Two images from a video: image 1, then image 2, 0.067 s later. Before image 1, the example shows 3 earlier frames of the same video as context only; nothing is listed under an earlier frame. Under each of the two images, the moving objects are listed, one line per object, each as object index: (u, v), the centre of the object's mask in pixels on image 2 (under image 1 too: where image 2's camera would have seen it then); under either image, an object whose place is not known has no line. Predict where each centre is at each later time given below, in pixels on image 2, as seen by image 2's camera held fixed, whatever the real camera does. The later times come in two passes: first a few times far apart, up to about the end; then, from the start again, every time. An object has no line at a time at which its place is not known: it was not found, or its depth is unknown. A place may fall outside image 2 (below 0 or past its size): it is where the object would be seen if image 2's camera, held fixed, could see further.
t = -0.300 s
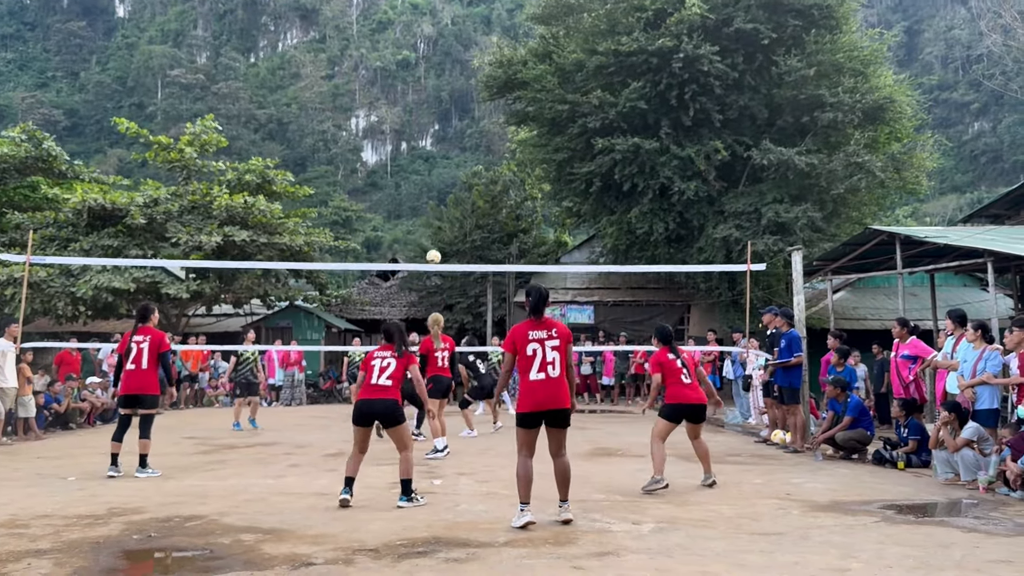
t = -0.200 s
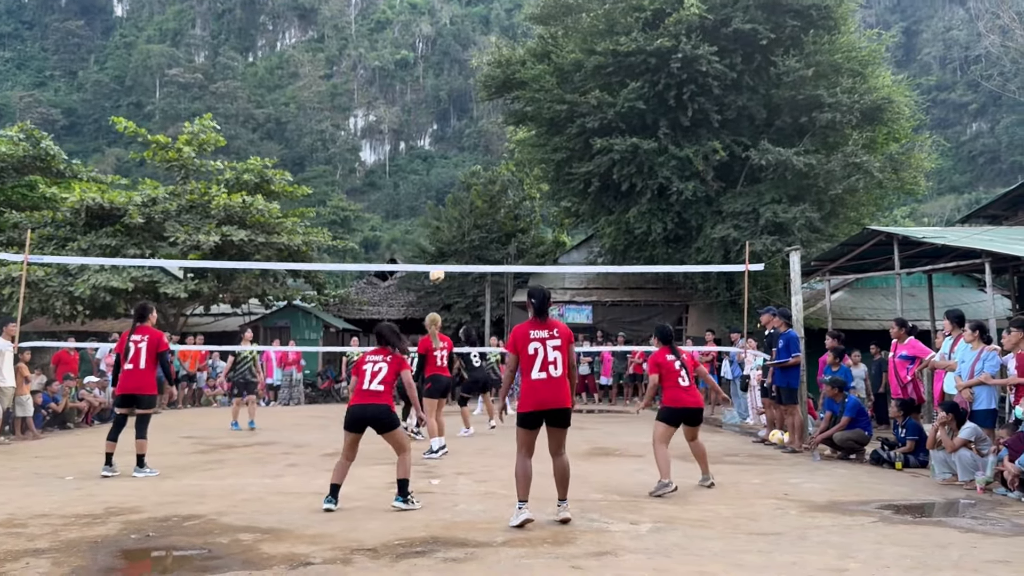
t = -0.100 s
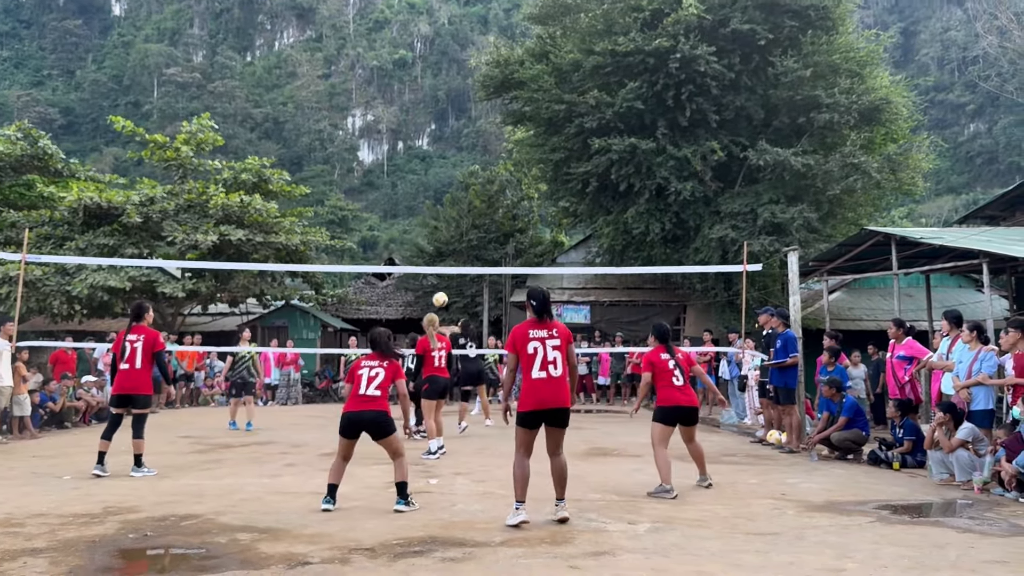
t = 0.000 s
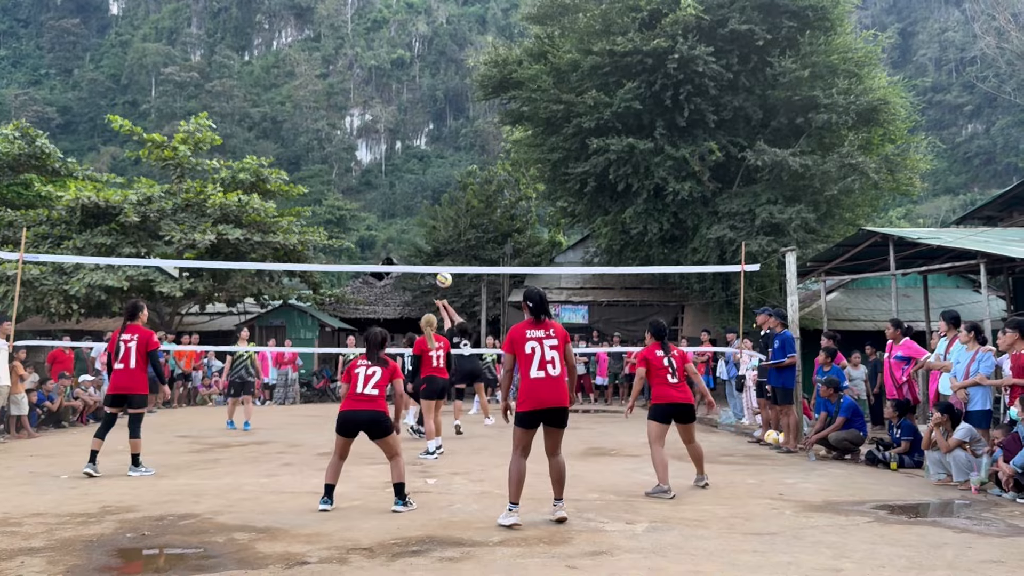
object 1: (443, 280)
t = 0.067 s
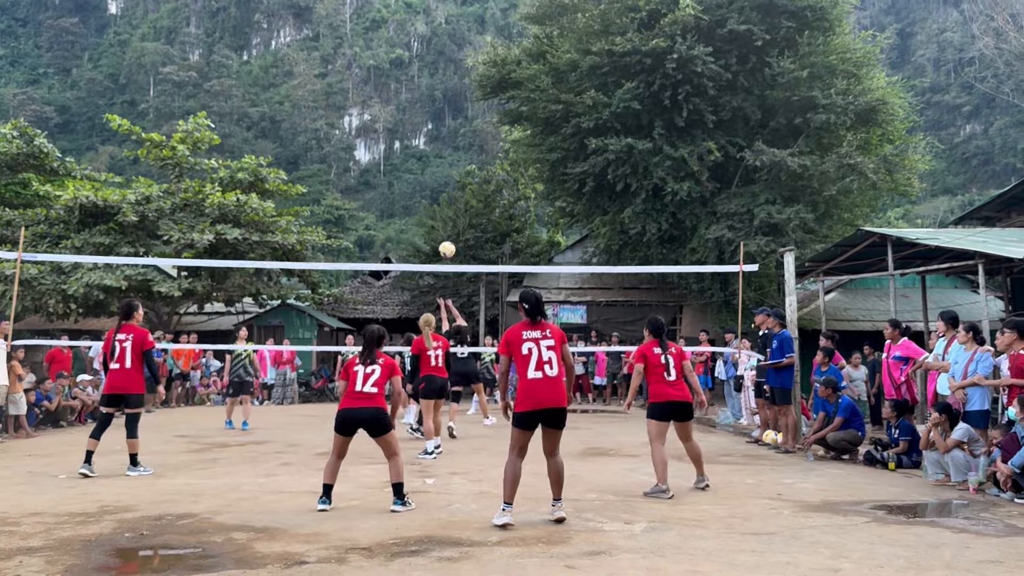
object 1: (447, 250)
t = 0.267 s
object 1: (461, 168)
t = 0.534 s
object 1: (486, 84)
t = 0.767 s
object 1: (516, 49)
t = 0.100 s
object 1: (449, 235)
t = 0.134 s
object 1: (451, 221)
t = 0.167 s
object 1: (453, 207)
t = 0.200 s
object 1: (456, 193)
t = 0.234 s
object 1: (458, 180)
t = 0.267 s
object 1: (461, 168)
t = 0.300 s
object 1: (464, 155)
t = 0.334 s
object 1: (466, 143)
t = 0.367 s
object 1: (469, 132)
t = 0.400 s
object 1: (472, 122)
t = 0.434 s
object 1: (475, 111)
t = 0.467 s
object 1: (478, 101)
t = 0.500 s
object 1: (482, 92)
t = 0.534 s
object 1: (486, 84)
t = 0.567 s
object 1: (490, 76)
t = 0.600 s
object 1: (494, 70)
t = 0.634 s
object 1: (498, 64)
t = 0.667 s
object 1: (502, 58)
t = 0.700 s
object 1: (506, 54)
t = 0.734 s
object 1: (511, 50)
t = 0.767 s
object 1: (516, 49)
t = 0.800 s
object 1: (522, 49)
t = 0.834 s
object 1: (527, 50)
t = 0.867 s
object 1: (534, 53)
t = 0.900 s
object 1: (540, 58)
